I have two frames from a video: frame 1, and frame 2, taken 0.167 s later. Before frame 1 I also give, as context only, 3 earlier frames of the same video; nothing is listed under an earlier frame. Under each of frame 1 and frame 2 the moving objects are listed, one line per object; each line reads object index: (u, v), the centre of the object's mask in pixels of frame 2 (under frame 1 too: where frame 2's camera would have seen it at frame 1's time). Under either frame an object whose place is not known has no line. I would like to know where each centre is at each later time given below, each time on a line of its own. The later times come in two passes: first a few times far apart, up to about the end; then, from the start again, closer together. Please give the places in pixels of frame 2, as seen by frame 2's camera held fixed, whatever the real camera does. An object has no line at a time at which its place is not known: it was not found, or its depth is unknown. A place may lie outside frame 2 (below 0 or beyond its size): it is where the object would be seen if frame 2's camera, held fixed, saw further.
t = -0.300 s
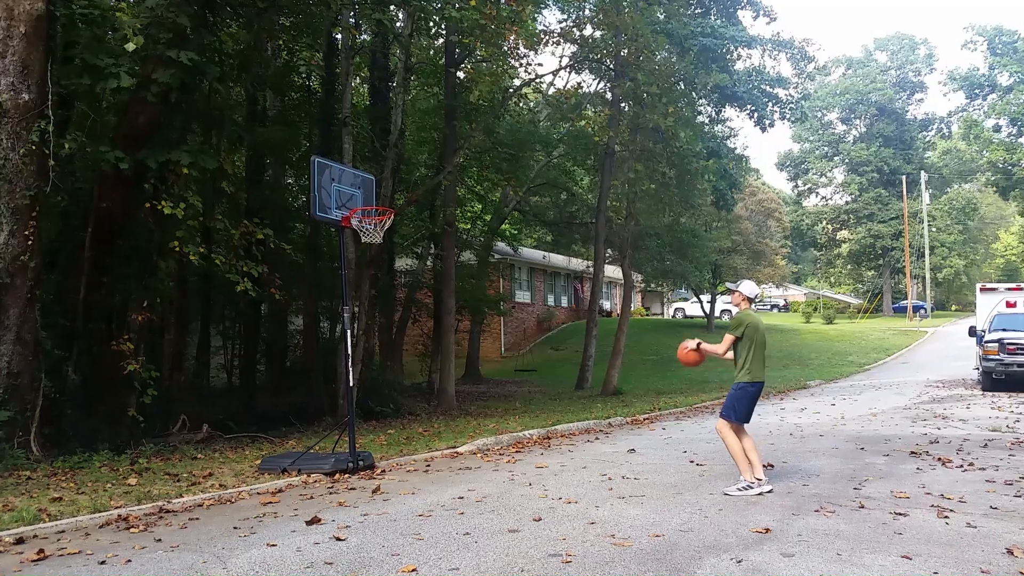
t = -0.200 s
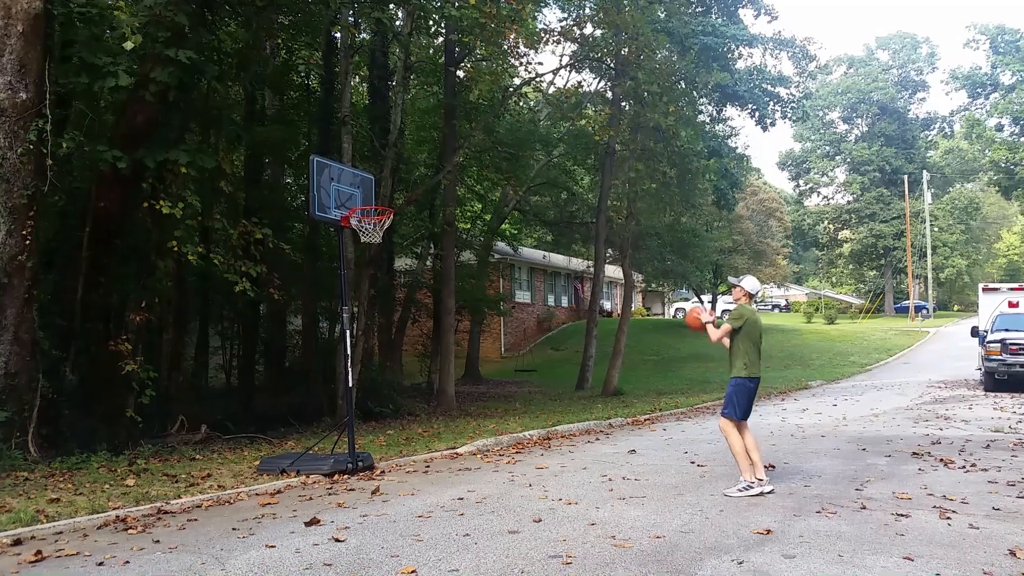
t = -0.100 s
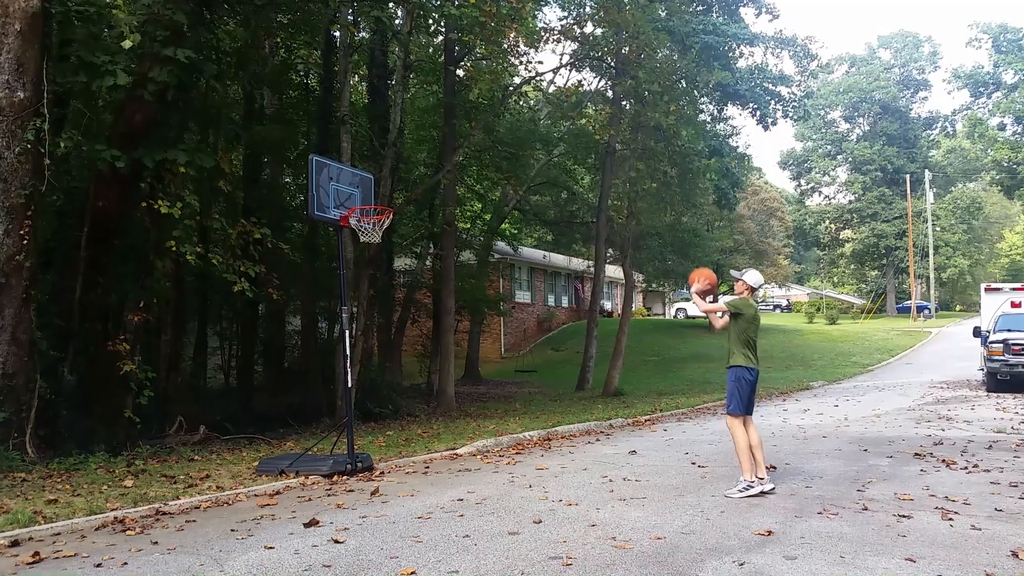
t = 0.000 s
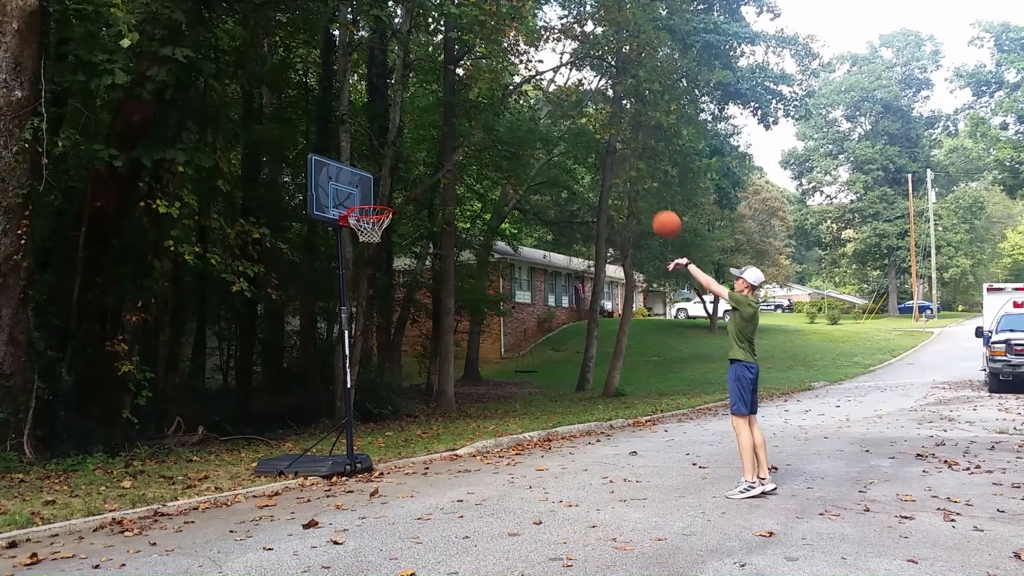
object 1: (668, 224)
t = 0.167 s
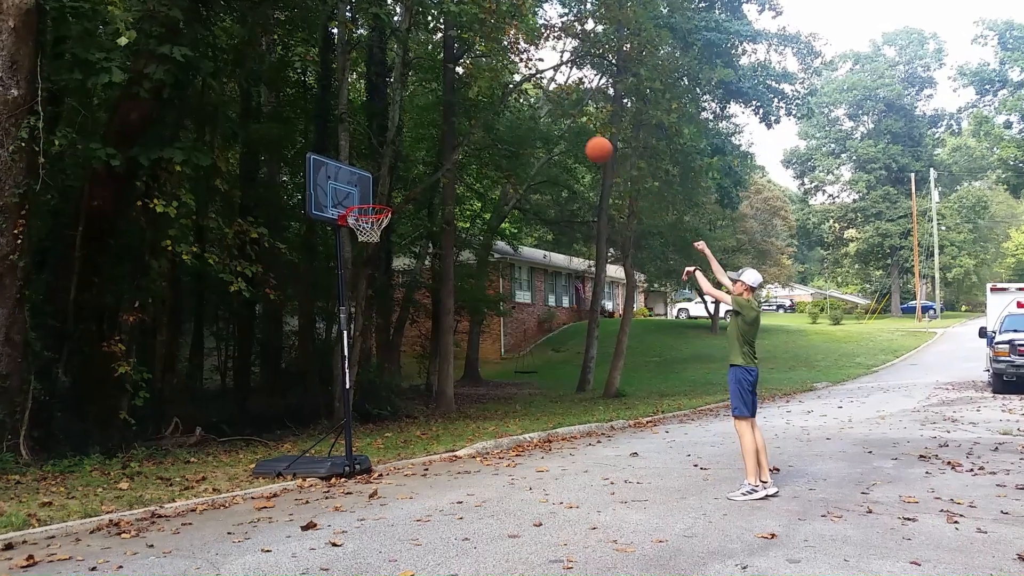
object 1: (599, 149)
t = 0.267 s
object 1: (560, 121)
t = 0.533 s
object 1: (468, 96)
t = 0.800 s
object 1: (387, 139)
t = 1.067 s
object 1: (366, 222)
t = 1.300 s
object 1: (392, 291)
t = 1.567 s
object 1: (418, 428)
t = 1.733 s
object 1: (428, 413)
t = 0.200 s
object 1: (586, 139)
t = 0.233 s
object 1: (573, 129)
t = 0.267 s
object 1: (560, 121)
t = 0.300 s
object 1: (548, 113)
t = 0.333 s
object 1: (536, 108)
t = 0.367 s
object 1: (524, 103)
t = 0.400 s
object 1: (512, 99)
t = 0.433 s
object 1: (500, 97)
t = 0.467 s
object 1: (490, 95)
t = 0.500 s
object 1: (478, 95)
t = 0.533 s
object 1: (468, 96)
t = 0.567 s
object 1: (457, 97)
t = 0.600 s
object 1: (446, 100)
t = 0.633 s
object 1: (436, 104)
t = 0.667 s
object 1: (426, 109)
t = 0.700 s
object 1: (416, 115)
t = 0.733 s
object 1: (406, 122)
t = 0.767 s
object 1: (396, 130)
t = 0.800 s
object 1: (387, 139)
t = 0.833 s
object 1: (377, 149)
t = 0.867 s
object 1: (368, 160)
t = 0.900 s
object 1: (359, 171)
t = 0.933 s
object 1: (350, 183)
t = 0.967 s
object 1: (348, 194)
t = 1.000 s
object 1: (353, 199)
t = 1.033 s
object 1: (360, 212)
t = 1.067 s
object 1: (366, 222)
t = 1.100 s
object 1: (372, 236)
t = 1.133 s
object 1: (376, 243)
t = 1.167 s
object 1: (380, 250)
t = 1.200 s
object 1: (383, 259)
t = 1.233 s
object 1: (386, 269)
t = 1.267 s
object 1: (389, 279)
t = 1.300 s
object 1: (392, 291)
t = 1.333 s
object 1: (395, 304)
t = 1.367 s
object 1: (398, 318)
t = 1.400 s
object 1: (401, 334)
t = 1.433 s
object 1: (404, 350)
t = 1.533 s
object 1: (413, 408)
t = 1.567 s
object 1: (418, 428)
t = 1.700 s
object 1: (426, 431)
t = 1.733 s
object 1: (428, 413)
